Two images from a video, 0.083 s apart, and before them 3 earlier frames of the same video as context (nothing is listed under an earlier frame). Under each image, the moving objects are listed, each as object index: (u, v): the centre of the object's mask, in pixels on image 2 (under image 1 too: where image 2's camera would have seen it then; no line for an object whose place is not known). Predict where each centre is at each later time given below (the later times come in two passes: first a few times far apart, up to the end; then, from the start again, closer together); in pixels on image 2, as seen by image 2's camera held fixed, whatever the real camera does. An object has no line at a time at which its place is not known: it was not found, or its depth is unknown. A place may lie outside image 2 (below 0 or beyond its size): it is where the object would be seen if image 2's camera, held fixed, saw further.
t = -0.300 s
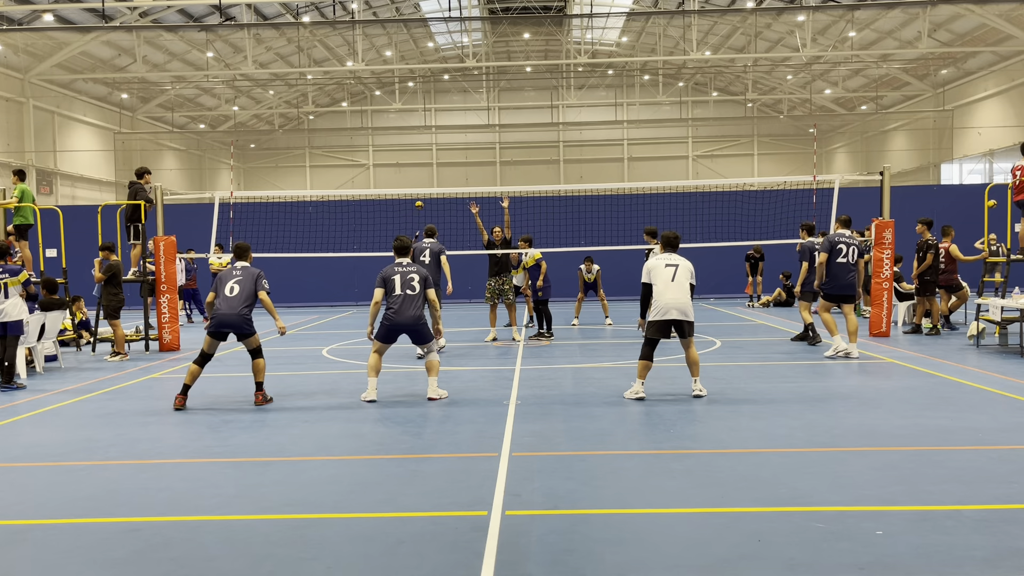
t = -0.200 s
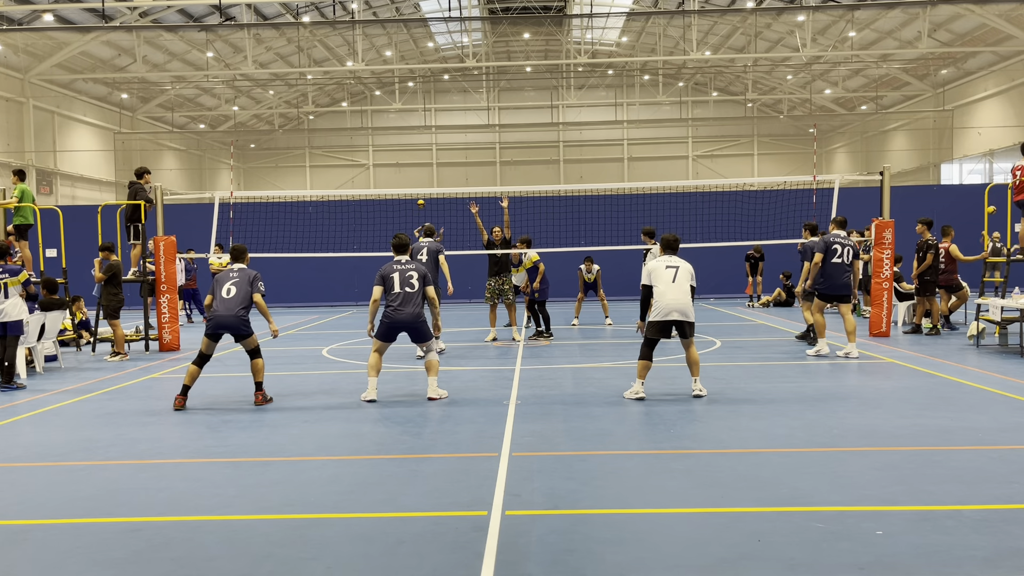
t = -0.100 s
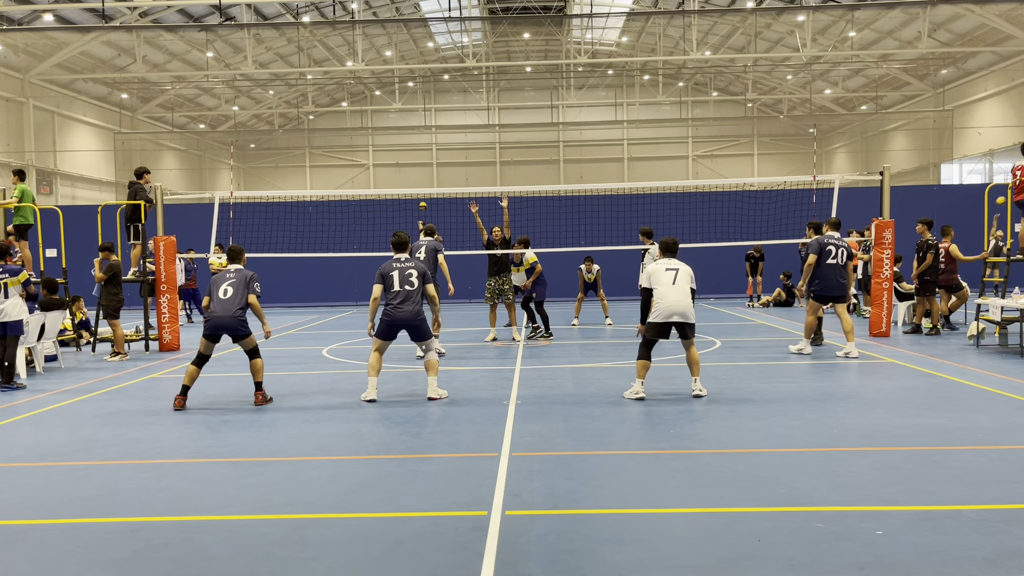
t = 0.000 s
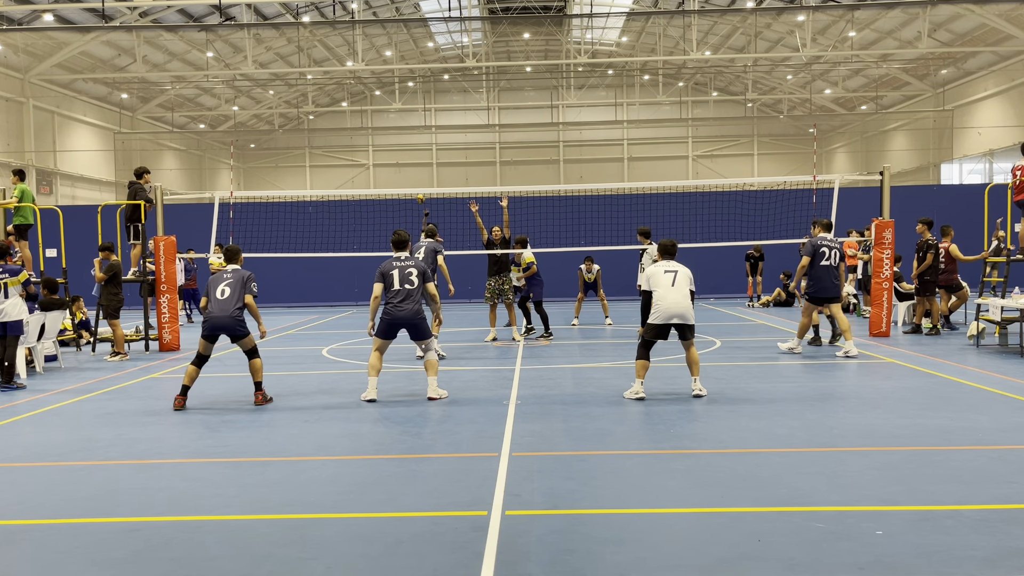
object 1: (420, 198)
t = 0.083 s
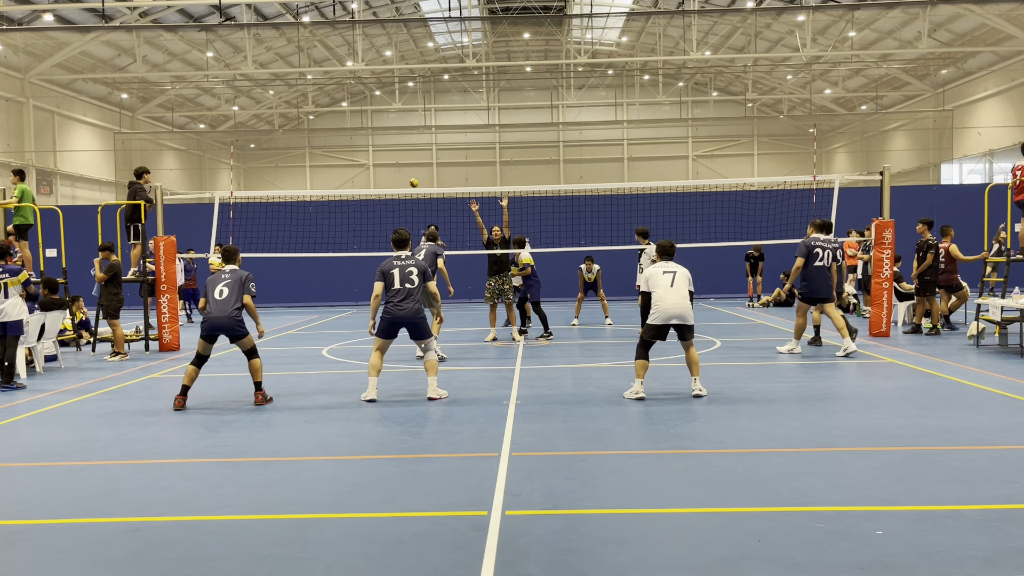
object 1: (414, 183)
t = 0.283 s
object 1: (395, 152)
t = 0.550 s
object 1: (363, 137)
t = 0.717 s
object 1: (336, 148)
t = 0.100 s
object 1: (412, 180)
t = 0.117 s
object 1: (411, 177)
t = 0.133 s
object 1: (409, 174)
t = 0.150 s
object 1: (407, 171)
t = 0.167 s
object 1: (406, 168)
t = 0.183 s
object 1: (404, 166)
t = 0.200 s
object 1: (402, 163)
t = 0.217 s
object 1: (401, 161)
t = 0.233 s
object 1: (400, 159)
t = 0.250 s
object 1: (399, 157)
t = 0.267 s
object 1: (397, 154)
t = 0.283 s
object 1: (395, 152)
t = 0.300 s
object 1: (393, 150)
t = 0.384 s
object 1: (384, 142)
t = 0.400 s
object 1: (382, 141)
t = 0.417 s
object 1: (380, 140)
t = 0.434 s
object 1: (377, 139)
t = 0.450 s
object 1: (376, 138)
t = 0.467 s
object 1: (374, 138)
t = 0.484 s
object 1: (372, 137)
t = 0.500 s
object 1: (369, 137)
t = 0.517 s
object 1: (367, 137)
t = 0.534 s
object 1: (365, 137)
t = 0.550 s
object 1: (363, 137)
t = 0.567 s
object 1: (360, 137)
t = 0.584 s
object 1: (357, 138)
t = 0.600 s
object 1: (355, 138)
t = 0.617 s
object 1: (352, 139)
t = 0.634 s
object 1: (350, 140)
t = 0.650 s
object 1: (346, 141)
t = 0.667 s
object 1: (344, 142)
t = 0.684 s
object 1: (341, 144)
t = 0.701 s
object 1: (338, 146)
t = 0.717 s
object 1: (336, 148)
